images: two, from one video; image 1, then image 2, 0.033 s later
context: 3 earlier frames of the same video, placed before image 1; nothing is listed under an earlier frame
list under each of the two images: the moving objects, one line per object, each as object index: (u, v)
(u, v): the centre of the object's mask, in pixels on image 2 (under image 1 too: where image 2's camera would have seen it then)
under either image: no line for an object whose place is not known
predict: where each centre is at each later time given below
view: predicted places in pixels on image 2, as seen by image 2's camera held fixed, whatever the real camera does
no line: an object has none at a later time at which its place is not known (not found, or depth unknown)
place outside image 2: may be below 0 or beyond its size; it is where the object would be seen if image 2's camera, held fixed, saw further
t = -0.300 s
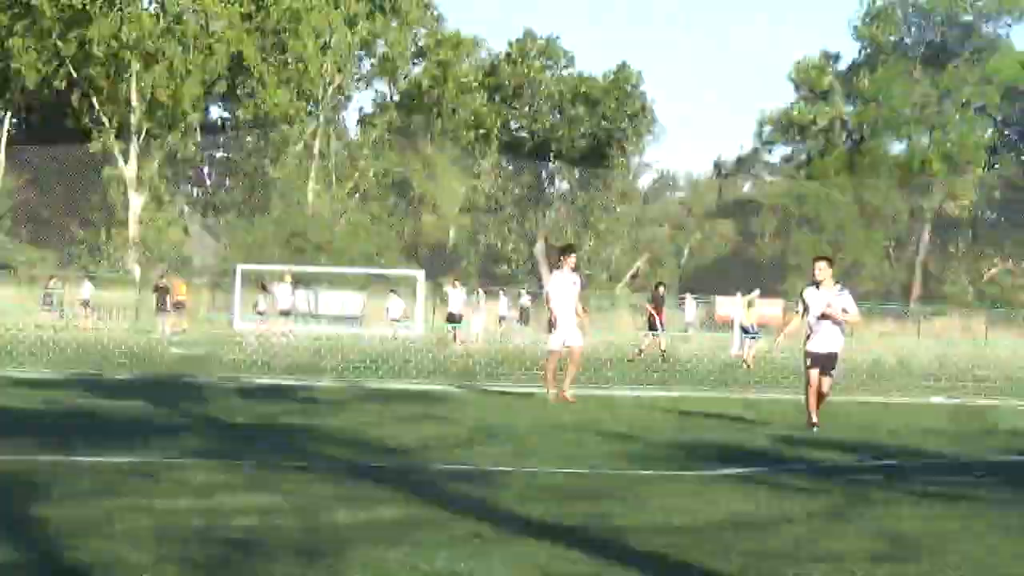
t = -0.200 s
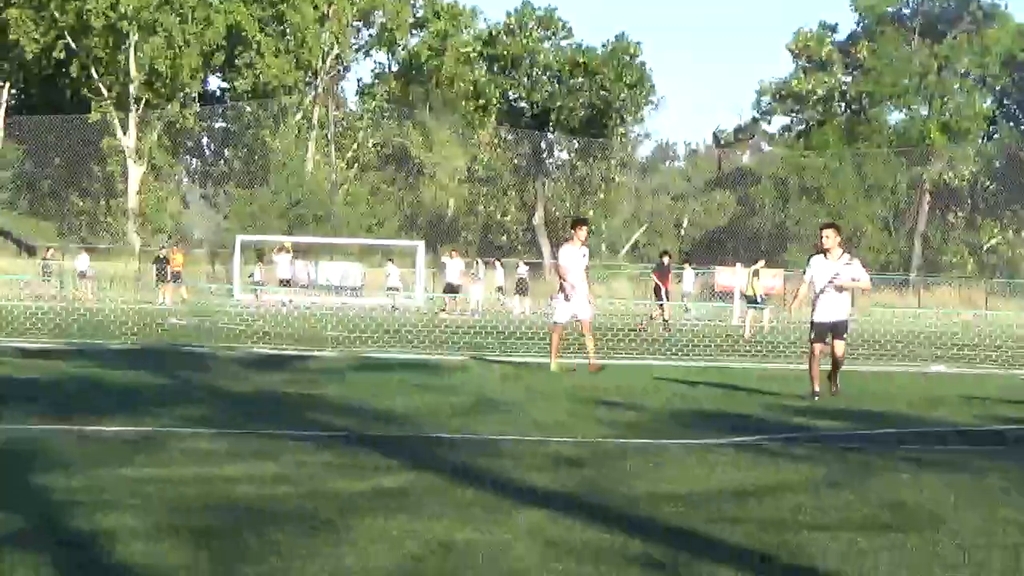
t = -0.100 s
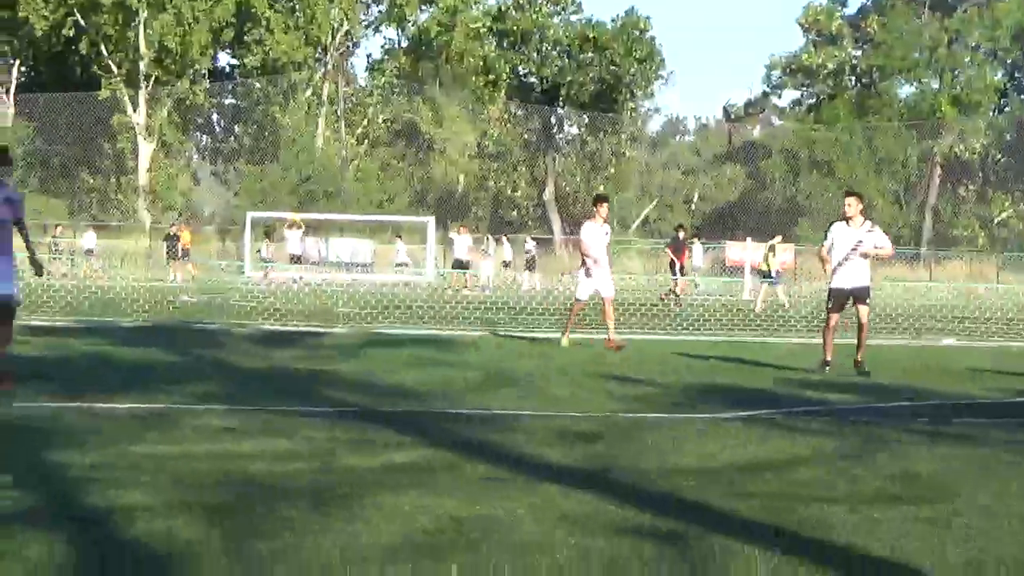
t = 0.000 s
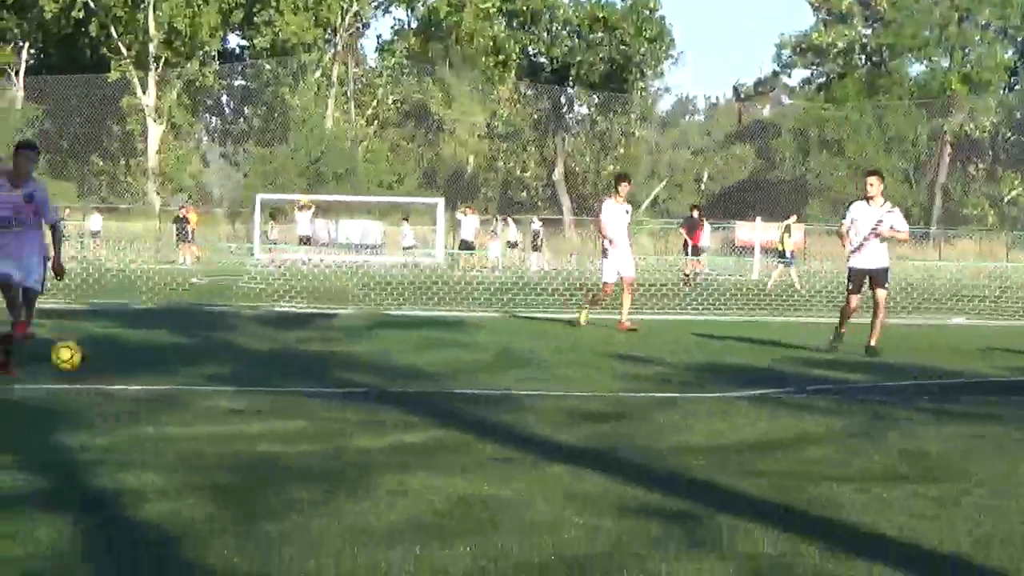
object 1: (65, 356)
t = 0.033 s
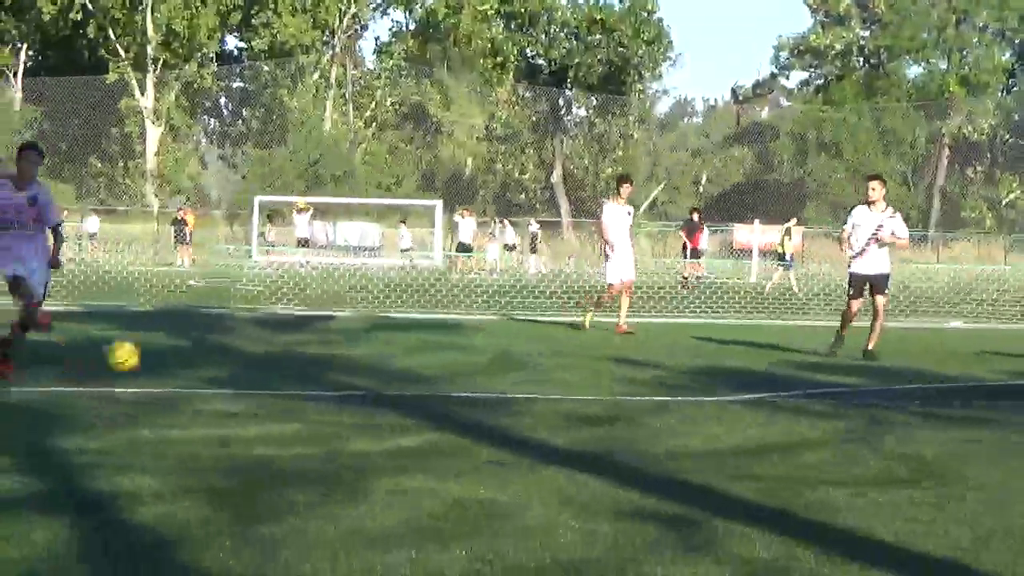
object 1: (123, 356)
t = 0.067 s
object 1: (184, 354)
